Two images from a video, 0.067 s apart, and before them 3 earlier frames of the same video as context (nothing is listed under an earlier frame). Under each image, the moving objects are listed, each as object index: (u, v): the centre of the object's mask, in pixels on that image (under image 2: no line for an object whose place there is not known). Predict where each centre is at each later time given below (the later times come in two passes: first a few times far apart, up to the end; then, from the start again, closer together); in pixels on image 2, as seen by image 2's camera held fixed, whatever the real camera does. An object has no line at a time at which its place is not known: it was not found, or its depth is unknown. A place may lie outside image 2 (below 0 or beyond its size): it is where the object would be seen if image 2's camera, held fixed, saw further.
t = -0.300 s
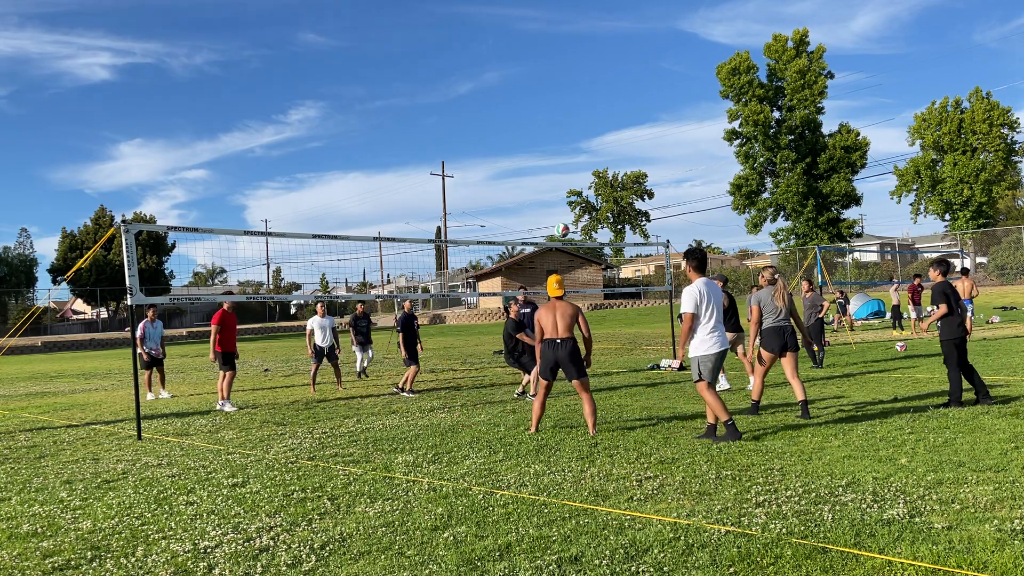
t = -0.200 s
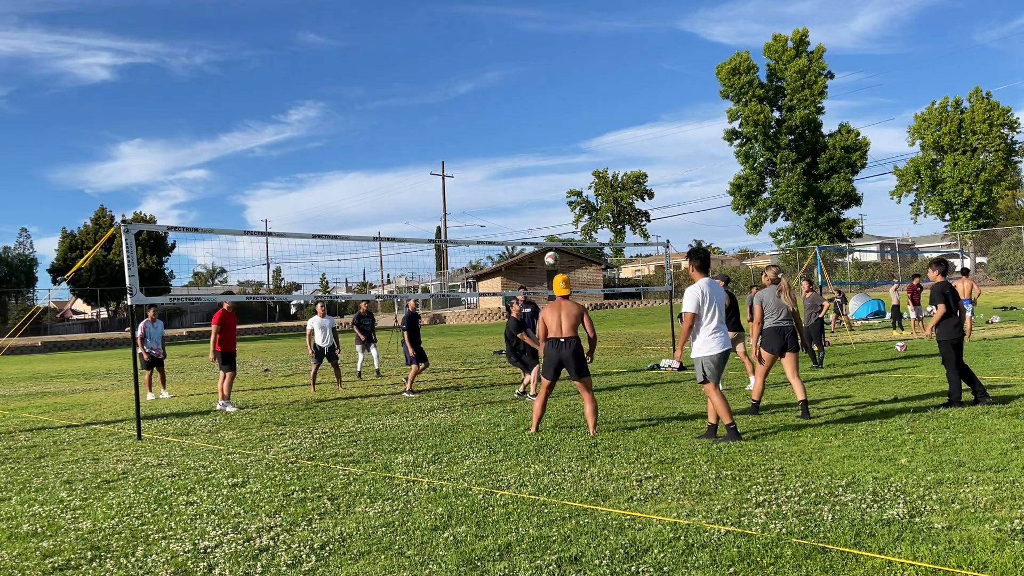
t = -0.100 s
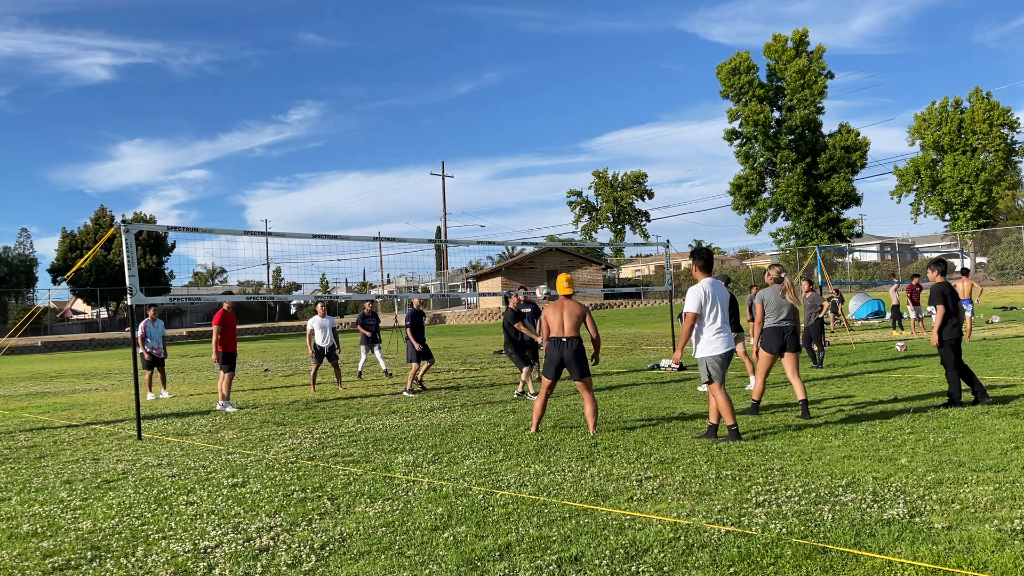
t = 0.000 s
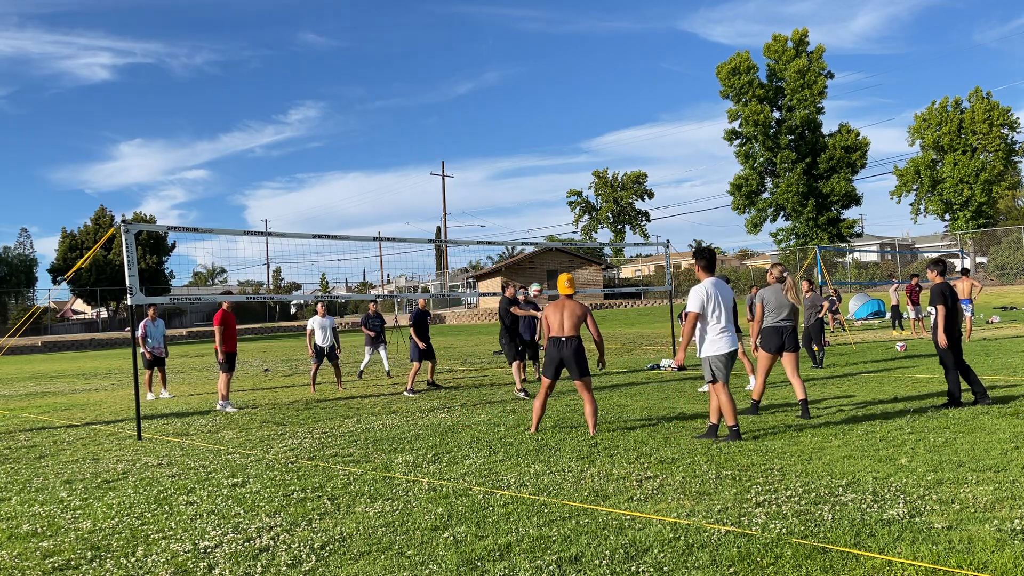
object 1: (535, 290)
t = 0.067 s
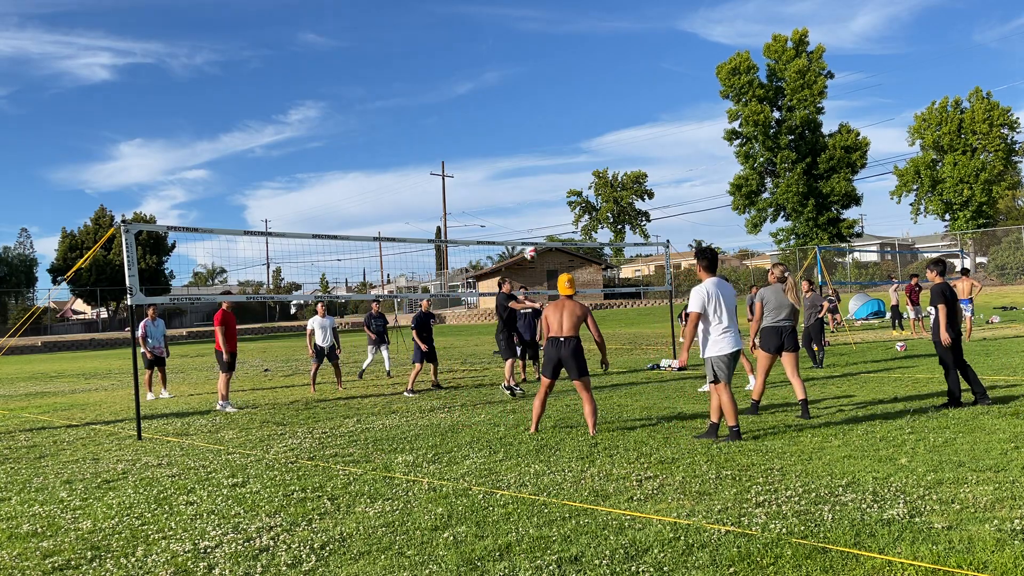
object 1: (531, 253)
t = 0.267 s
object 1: (521, 162)
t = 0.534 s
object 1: (509, 89)
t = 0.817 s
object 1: (501, 66)
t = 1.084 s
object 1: (496, 91)
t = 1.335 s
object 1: (494, 154)
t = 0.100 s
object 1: (529, 236)
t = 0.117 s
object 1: (528, 227)
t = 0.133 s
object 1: (528, 219)
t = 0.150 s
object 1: (527, 211)
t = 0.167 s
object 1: (526, 203)
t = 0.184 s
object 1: (525, 196)
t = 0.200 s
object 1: (524, 189)
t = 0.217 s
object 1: (523, 182)
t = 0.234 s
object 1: (522, 175)
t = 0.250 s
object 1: (521, 168)
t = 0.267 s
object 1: (521, 162)
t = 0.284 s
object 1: (520, 156)
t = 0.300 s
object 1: (519, 150)
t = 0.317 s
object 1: (518, 144)
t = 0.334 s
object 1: (517, 139)
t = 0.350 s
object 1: (517, 134)
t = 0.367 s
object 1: (516, 129)
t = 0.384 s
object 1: (515, 124)
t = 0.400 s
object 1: (514, 119)
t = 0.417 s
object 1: (514, 114)
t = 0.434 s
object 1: (513, 111)
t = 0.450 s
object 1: (512, 107)
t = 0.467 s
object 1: (511, 103)
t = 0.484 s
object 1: (511, 99)
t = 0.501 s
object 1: (510, 96)
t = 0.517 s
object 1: (510, 92)
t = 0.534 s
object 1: (509, 89)
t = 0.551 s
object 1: (508, 86)
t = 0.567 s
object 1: (508, 84)
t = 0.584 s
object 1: (507, 81)
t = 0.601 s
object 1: (507, 79)
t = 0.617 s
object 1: (506, 77)
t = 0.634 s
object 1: (506, 75)
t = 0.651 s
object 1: (505, 73)
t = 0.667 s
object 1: (505, 72)
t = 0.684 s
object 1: (504, 70)
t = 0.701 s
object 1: (504, 69)
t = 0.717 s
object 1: (503, 68)
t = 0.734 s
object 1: (503, 67)
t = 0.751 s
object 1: (502, 67)
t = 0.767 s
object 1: (502, 66)
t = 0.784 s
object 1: (501, 66)
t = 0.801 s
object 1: (501, 66)
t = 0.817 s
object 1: (501, 66)
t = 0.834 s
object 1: (500, 66)
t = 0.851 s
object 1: (500, 67)
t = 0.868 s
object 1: (499, 67)
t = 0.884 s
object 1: (499, 68)
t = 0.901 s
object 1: (499, 69)
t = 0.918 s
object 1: (498, 70)
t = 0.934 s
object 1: (498, 72)
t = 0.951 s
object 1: (498, 73)
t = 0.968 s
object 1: (497, 75)
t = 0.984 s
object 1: (497, 77)
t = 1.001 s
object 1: (497, 79)
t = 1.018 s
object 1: (497, 81)
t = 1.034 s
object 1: (496, 83)
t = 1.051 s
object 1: (496, 86)
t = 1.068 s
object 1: (496, 88)
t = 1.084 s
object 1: (496, 91)
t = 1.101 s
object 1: (495, 94)
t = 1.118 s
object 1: (495, 98)
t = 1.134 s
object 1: (495, 101)
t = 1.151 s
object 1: (495, 105)
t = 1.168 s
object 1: (495, 108)
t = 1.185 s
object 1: (495, 112)
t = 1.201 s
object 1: (495, 116)
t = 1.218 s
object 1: (494, 120)
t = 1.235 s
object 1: (494, 125)
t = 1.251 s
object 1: (494, 129)
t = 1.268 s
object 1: (494, 134)
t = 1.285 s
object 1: (494, 138)
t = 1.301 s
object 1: (494, 143)
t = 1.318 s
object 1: (494, 148)
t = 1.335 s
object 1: (494, 154)
